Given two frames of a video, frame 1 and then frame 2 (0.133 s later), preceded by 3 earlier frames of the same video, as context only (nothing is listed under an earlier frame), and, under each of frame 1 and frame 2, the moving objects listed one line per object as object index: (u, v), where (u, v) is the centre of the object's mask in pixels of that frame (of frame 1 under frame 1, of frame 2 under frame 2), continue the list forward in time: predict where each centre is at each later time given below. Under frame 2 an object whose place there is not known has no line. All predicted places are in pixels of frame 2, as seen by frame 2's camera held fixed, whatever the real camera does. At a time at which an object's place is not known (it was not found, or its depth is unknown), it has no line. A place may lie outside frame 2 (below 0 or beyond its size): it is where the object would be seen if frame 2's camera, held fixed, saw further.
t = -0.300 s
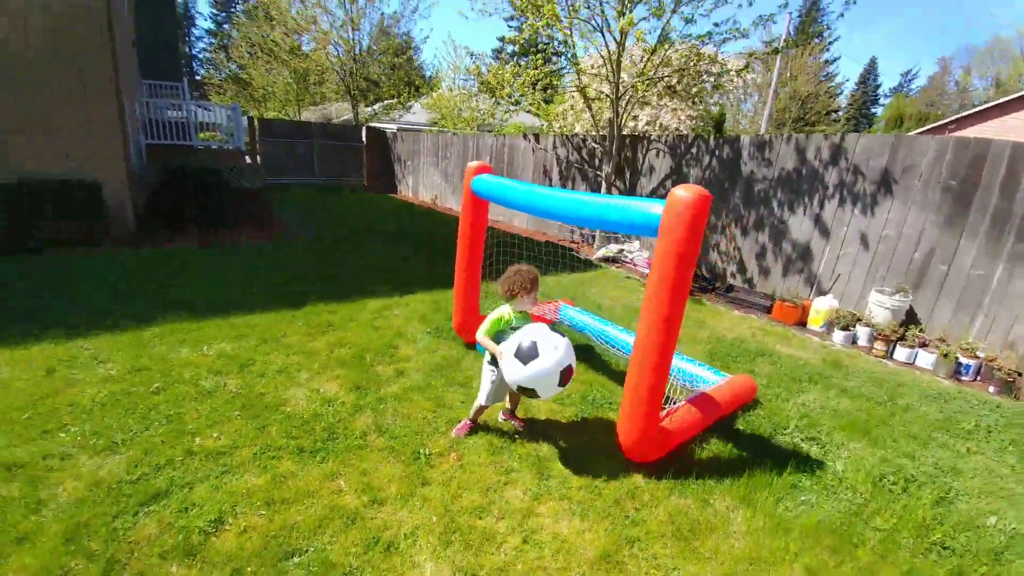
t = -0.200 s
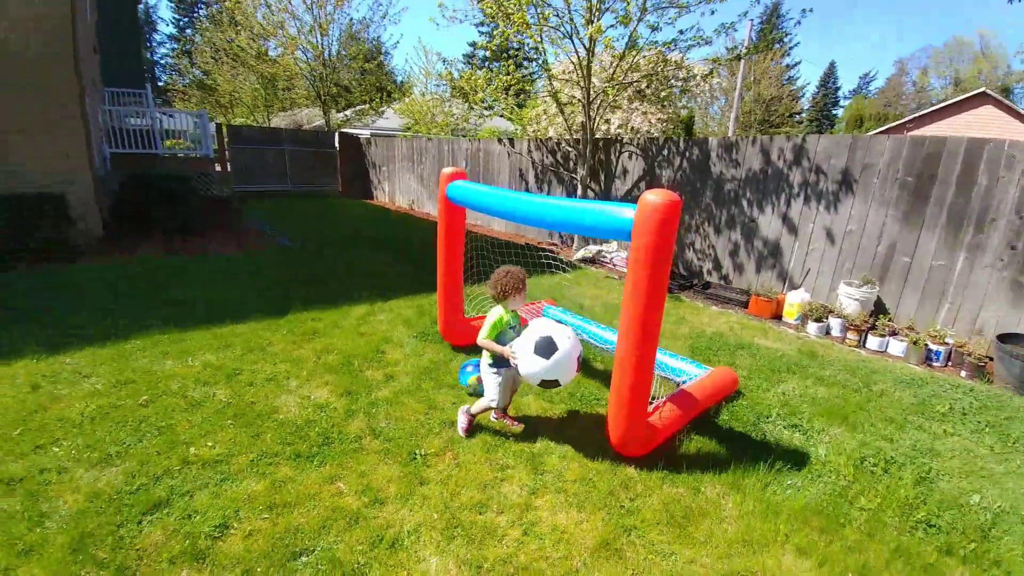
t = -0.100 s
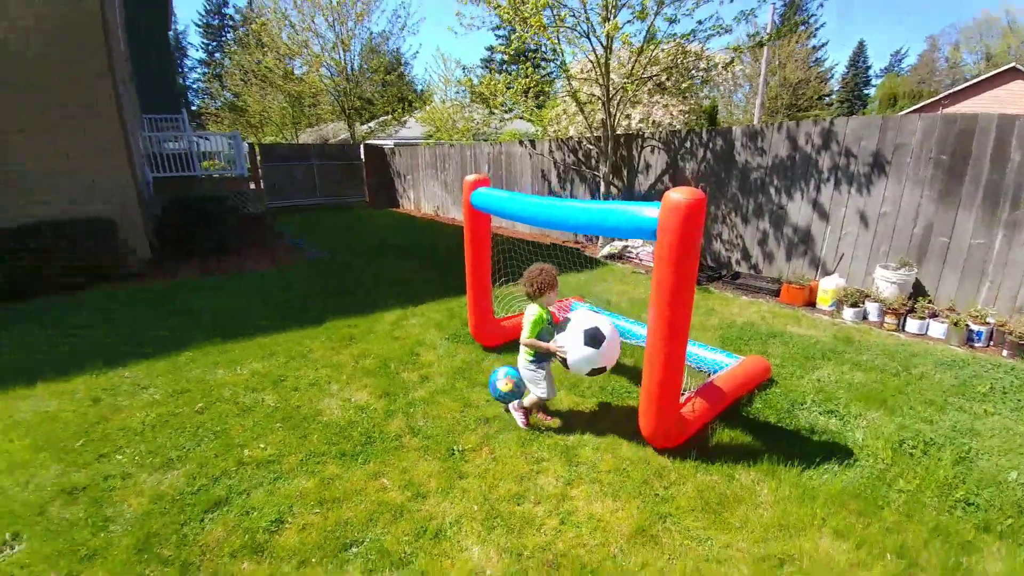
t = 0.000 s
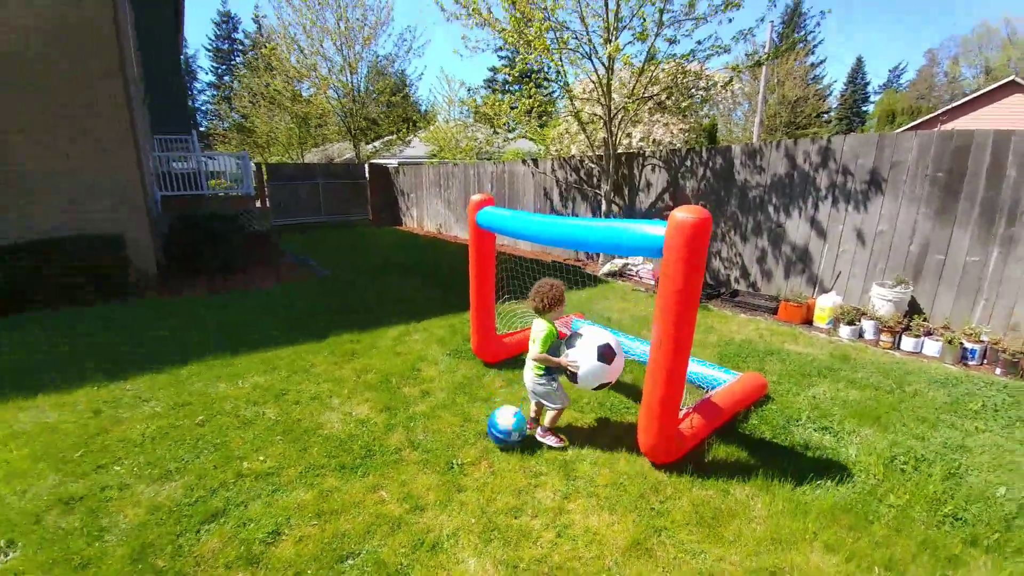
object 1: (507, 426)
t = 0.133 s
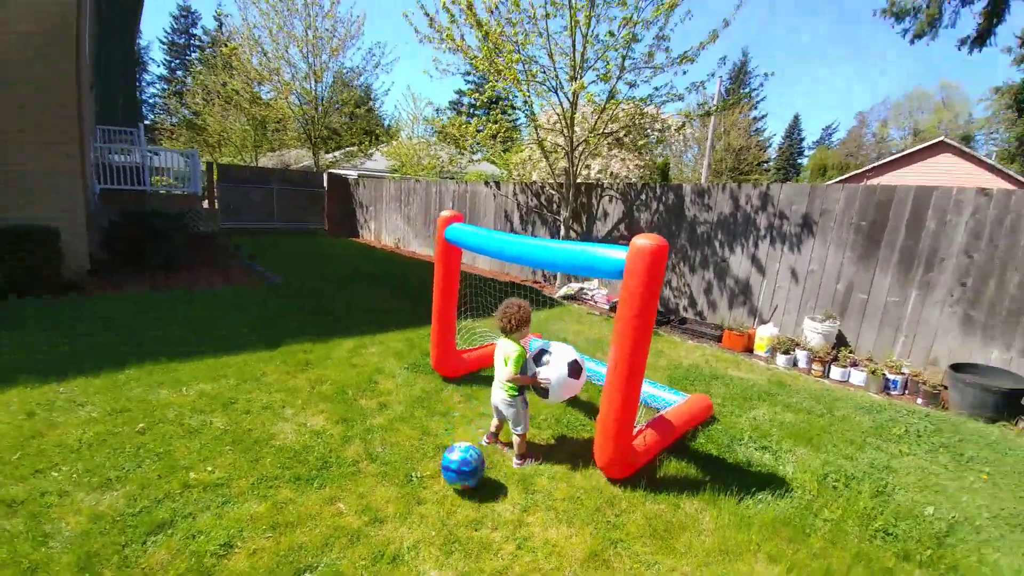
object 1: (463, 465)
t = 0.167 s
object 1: (460, 473)
